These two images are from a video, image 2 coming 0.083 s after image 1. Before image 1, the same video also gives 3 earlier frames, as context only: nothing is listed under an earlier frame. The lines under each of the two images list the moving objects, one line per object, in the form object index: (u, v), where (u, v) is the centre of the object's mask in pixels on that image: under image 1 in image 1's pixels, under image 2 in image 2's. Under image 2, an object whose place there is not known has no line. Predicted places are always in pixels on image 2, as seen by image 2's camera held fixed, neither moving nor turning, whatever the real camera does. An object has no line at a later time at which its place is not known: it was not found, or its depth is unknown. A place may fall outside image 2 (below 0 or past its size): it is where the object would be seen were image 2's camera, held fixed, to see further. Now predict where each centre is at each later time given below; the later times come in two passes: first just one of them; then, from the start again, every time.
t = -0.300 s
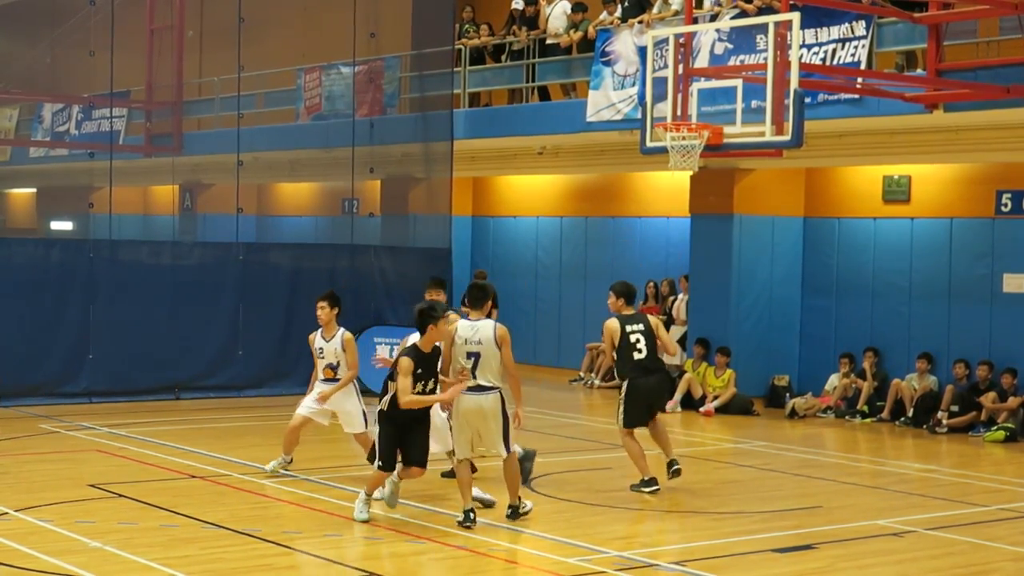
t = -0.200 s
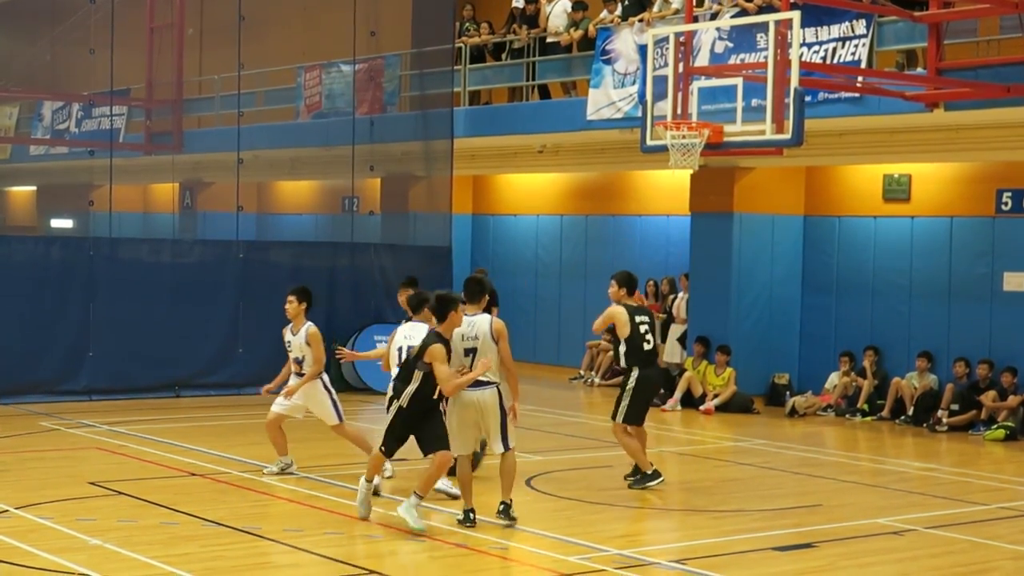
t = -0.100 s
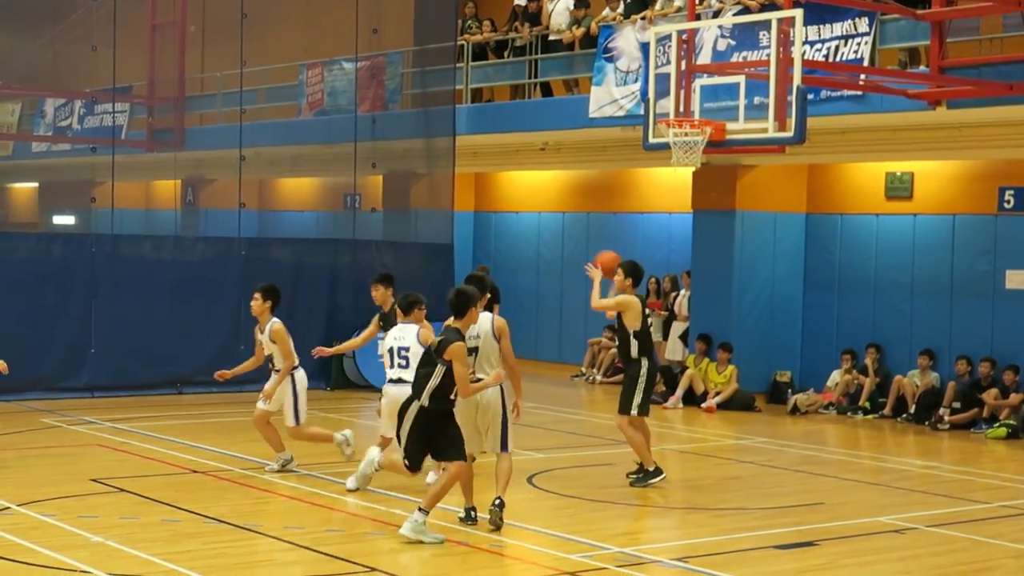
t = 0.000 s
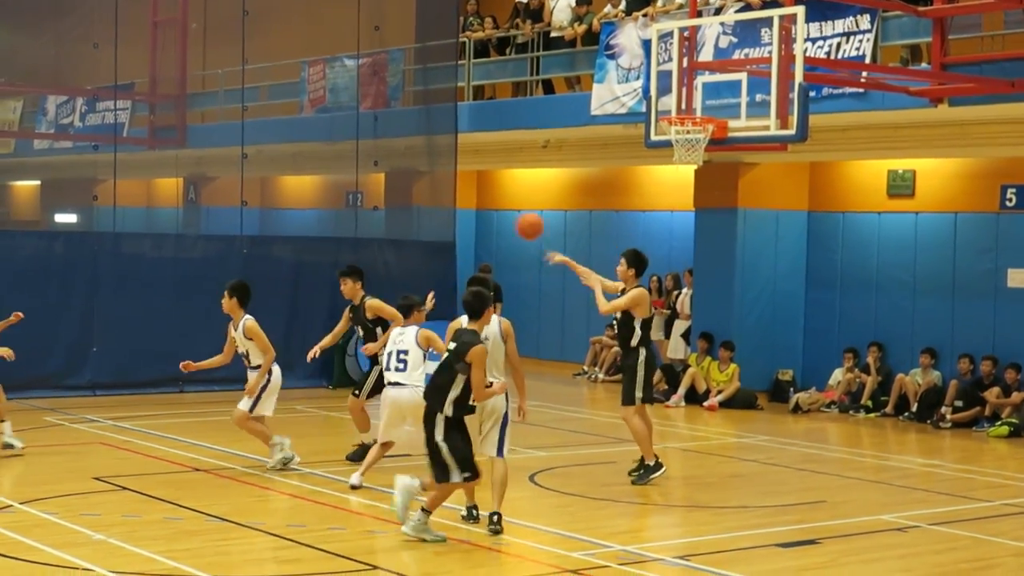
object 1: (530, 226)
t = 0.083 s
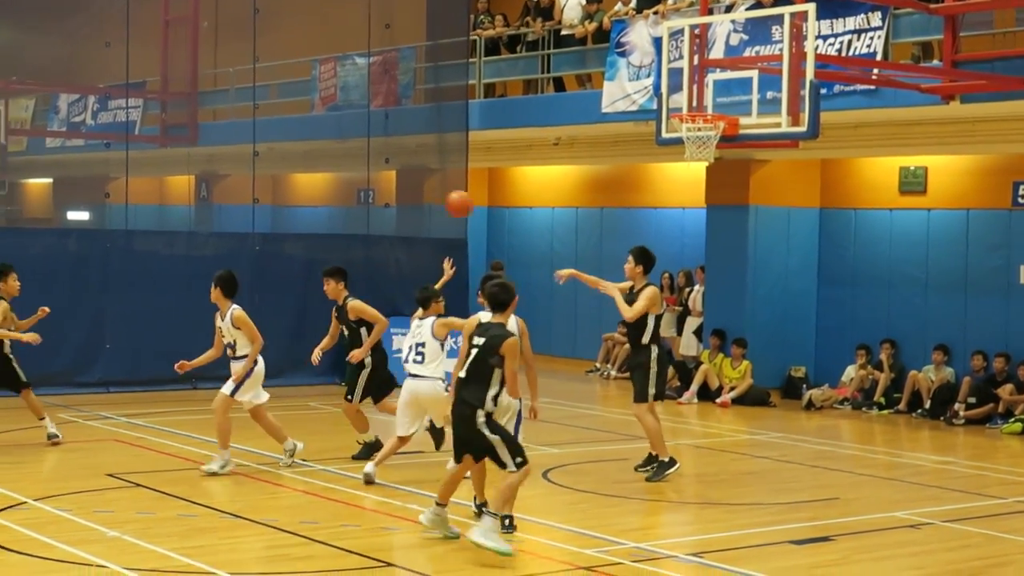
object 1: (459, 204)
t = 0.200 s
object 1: (348, 191)
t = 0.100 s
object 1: (443, 201)
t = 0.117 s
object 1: (426, 198)
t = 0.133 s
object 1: (410, 196)
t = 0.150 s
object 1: (394, 195)
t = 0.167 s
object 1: (378, 193)
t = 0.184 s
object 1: (363, 192)
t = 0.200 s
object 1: (348, 191)
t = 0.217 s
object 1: (331, 191)
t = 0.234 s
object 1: (315, 192)
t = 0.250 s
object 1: (299, 193)
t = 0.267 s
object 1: (283, 190)
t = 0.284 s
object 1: (266, 191)
